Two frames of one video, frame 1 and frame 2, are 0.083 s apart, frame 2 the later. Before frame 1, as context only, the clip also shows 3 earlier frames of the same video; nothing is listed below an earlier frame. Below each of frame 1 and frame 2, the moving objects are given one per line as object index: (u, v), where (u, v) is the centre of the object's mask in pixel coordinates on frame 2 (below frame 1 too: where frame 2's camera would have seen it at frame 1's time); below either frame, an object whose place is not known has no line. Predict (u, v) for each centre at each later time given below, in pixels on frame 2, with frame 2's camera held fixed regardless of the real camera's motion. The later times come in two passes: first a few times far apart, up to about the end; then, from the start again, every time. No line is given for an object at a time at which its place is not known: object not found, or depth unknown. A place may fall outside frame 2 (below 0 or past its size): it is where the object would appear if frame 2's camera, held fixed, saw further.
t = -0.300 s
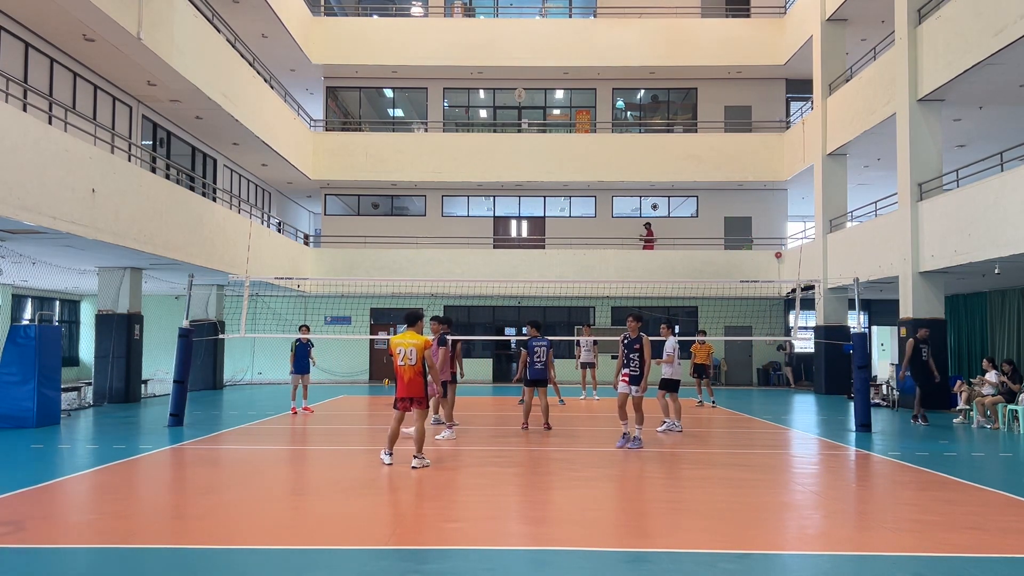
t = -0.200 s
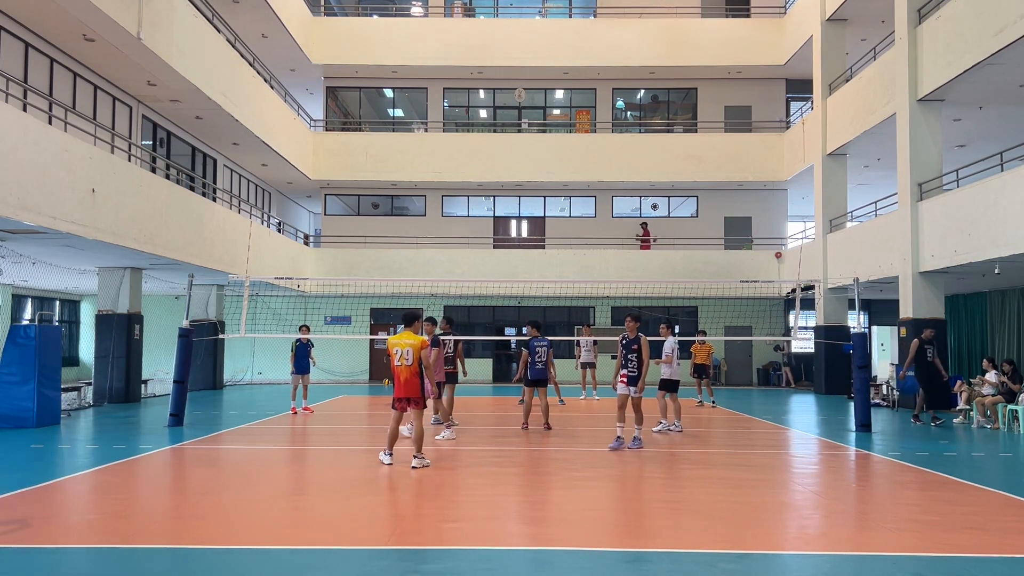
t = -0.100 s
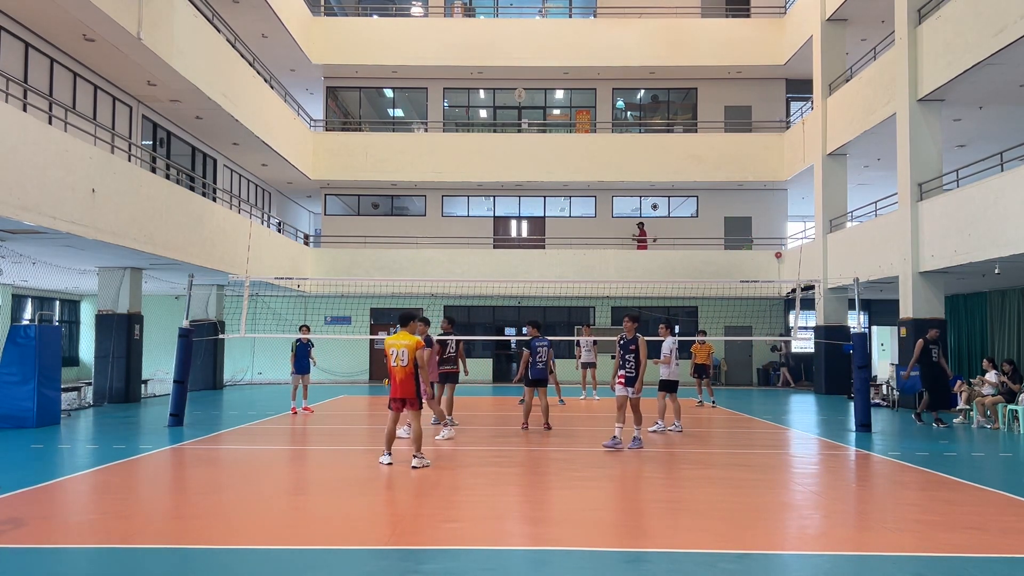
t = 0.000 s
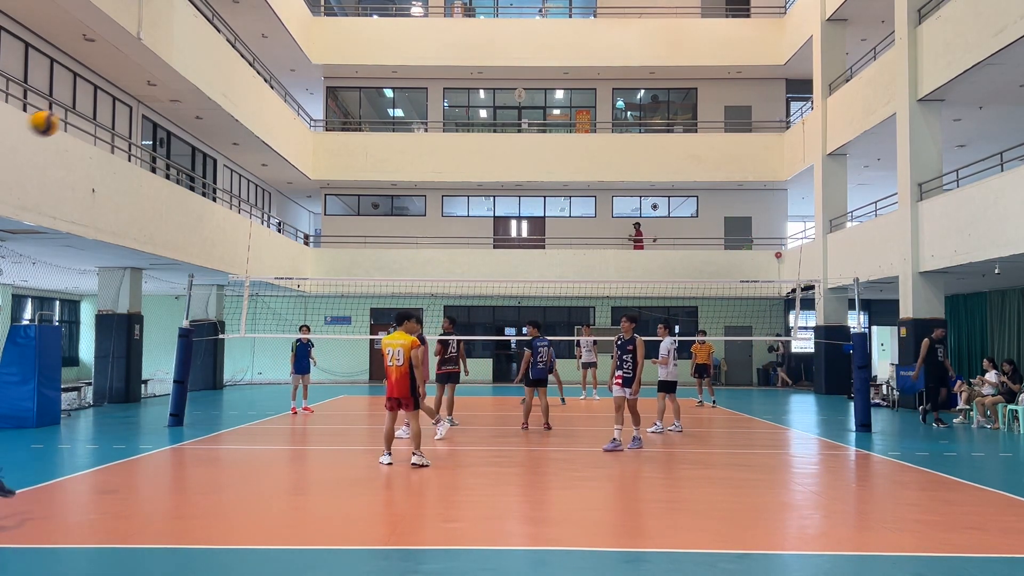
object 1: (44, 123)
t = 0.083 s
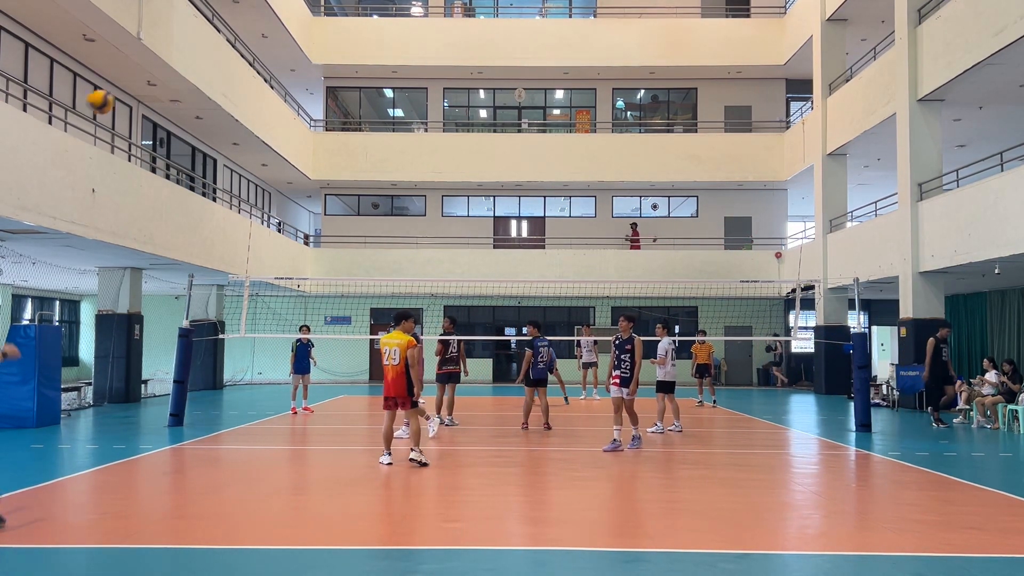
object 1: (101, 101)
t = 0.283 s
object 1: (191, 85)
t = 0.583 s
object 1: (267, 119)
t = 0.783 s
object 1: (299, 166)
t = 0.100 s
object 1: (111, 98)
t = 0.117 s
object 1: (120, 96)
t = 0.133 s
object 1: (128, 94)
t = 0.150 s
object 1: (137, 91)
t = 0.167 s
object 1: (144, 90)
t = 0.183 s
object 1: (152, 88)
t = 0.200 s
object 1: (159, 87)
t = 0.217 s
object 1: (166, 86)
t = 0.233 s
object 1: (172, 85)
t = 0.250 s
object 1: (179, 85)
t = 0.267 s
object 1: (185, 85)
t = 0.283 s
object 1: (191, 85)
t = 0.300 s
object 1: (196, 86)
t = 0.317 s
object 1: (202, 86)
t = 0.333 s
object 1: (207, 87)
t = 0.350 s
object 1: (213, 88)
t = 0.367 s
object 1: (217, 89)
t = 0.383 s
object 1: (221, 90)
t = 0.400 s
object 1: (226, 92)
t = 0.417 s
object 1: (231, 93)
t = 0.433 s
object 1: (235, 95)
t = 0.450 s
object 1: (239, 97)
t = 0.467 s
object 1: (243, 99)
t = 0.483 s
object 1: (247, 102)
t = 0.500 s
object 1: (250, 104)
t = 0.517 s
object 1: (254, 107)
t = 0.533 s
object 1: (258, 110)
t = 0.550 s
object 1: (261, 113)
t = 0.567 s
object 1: (264, 116)
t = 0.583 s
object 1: (267, 119)
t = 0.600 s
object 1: (270, 122)
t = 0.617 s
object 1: (273, 126)
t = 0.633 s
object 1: (276, 129)
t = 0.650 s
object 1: (279, 133)
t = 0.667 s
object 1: (282, 137)
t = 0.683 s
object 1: (284, 141)
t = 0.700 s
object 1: (287, 145)
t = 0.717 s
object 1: (289, 149)
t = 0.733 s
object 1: (292, 153)
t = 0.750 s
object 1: (294, 157)
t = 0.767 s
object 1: (297, 162)
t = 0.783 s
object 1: (299, 166)
